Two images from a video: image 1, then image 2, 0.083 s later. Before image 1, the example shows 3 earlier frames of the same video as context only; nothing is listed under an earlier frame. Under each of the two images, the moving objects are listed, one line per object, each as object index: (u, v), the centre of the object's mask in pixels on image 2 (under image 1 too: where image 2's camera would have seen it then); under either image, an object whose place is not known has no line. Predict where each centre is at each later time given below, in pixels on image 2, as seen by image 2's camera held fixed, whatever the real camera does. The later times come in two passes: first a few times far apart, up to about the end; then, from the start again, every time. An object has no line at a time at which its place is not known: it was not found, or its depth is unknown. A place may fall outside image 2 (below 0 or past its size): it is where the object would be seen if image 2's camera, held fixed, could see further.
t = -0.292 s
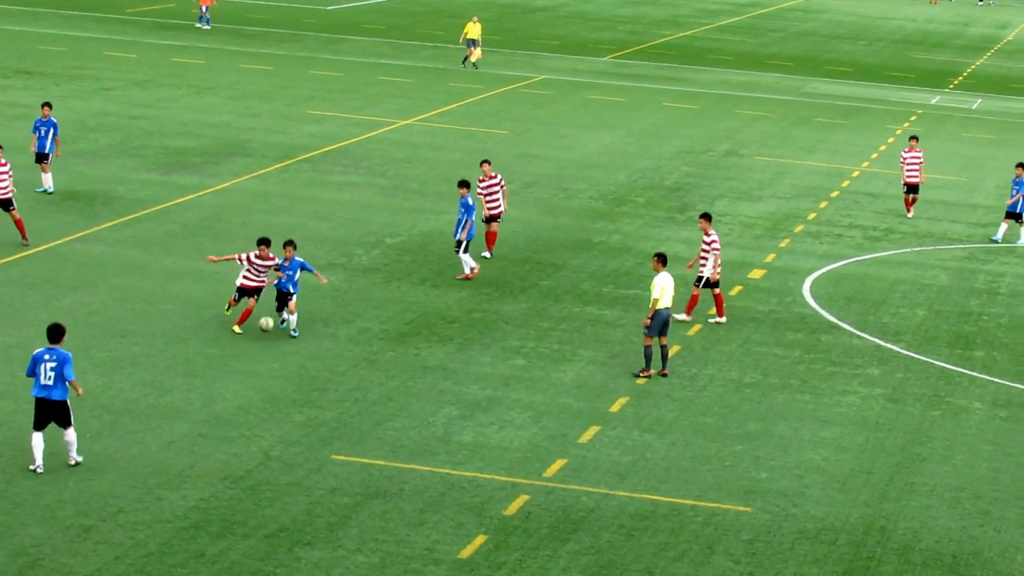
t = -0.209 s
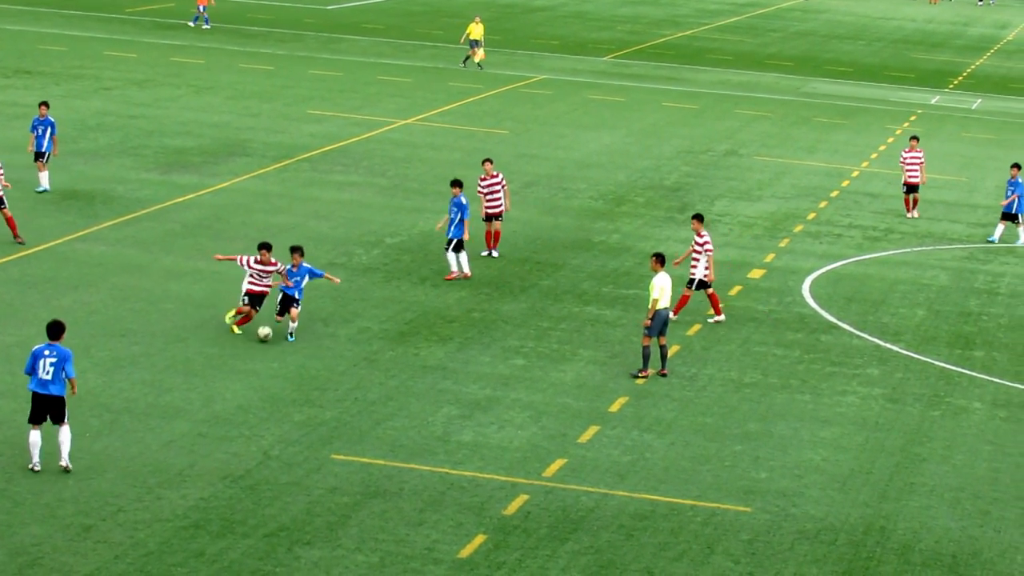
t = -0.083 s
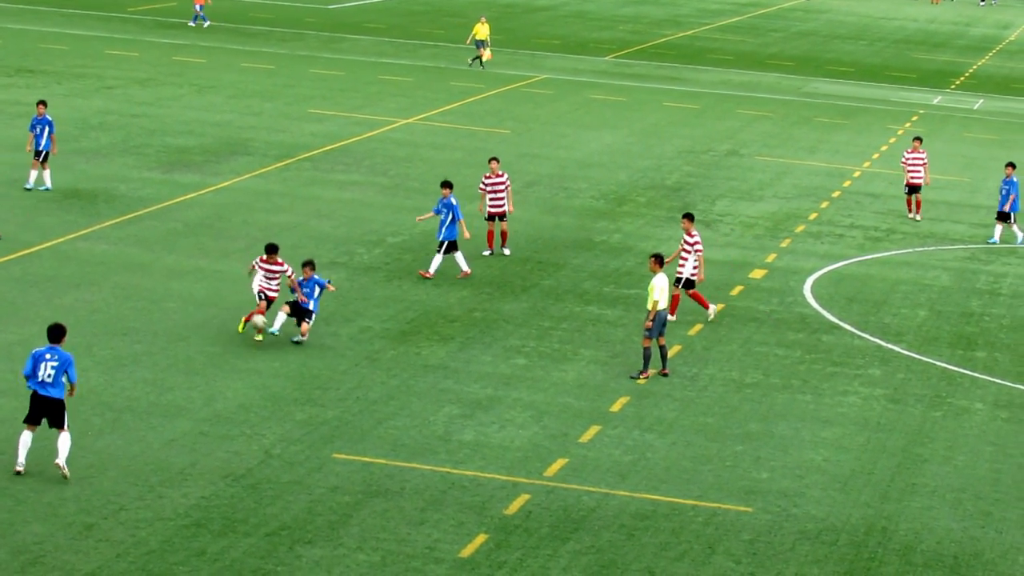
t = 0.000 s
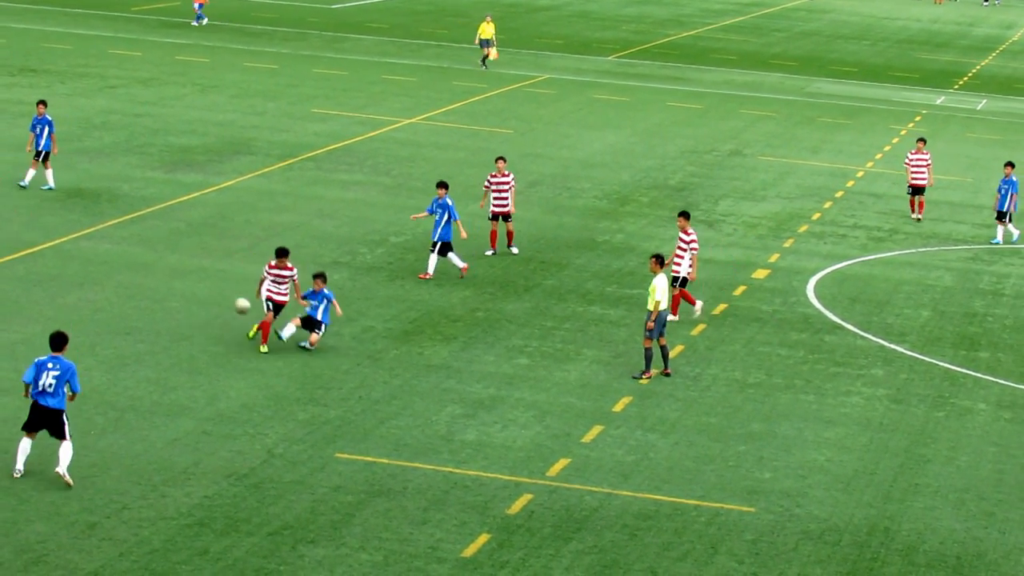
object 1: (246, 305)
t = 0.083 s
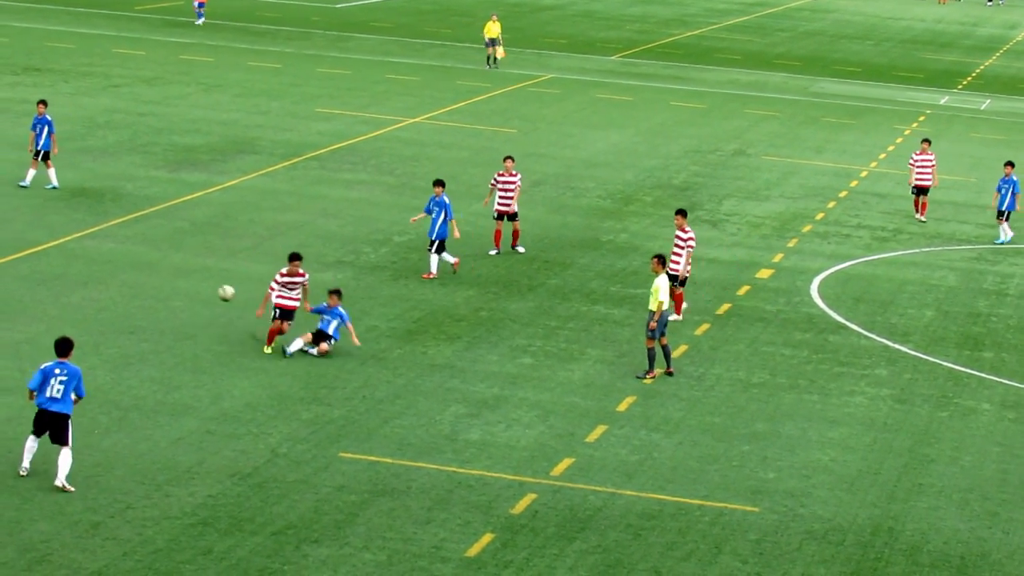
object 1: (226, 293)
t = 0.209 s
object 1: (193, 282)
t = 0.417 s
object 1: (132, 286)
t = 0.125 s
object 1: (216, 288)
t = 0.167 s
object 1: (205, 284)
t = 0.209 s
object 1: (193, 282)
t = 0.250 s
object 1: (182, 280)
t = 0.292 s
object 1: (170, 280)
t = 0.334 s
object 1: (158, 281)
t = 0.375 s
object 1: (145, 282)
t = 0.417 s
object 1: (132, 286)
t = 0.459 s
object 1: (118, 290)
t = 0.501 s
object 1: (105, 296)
